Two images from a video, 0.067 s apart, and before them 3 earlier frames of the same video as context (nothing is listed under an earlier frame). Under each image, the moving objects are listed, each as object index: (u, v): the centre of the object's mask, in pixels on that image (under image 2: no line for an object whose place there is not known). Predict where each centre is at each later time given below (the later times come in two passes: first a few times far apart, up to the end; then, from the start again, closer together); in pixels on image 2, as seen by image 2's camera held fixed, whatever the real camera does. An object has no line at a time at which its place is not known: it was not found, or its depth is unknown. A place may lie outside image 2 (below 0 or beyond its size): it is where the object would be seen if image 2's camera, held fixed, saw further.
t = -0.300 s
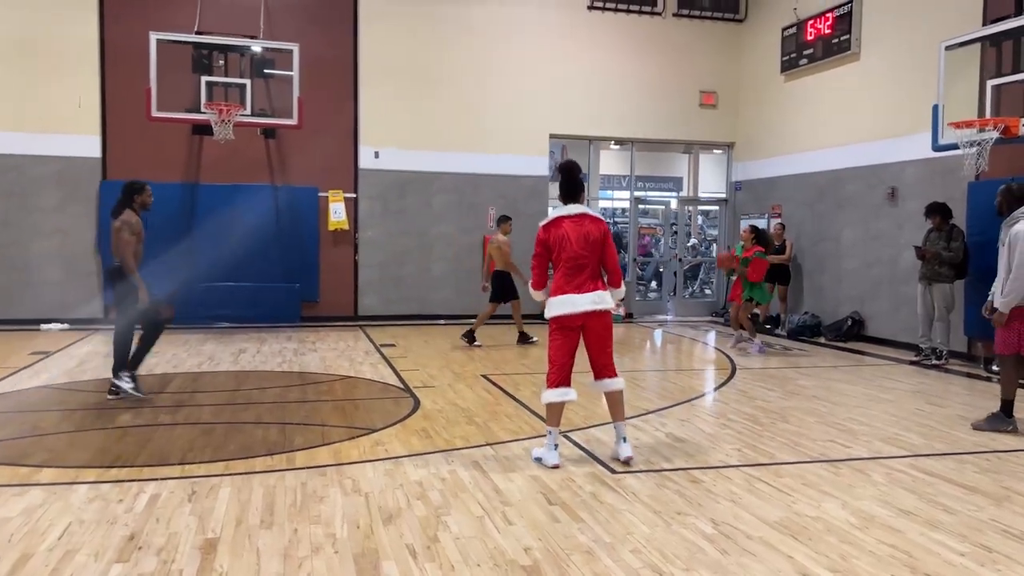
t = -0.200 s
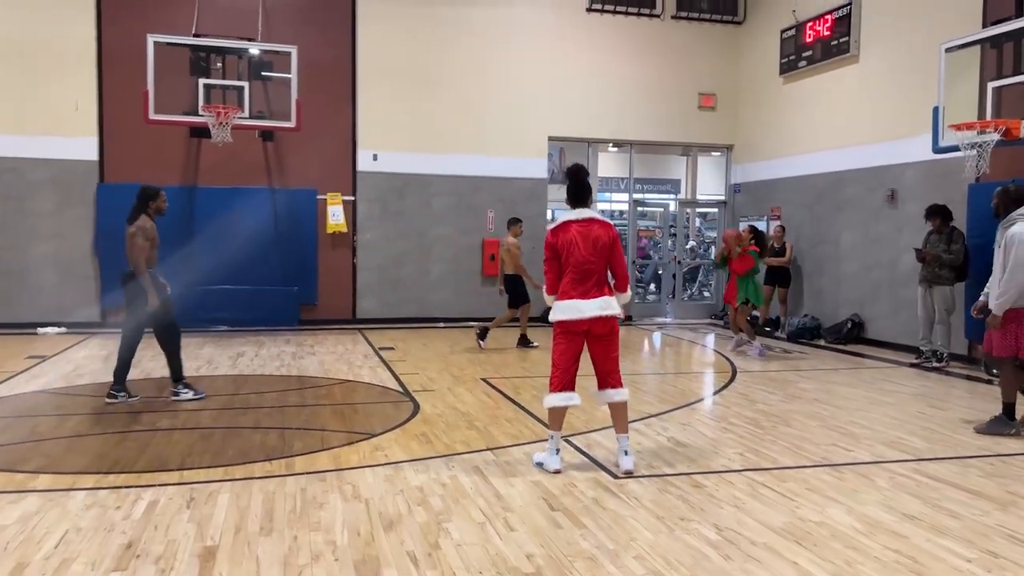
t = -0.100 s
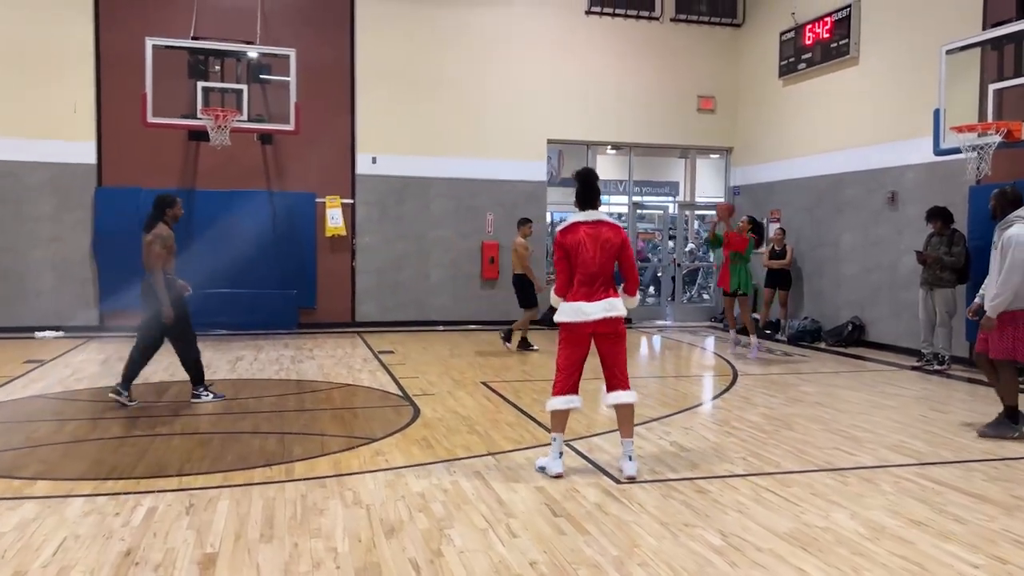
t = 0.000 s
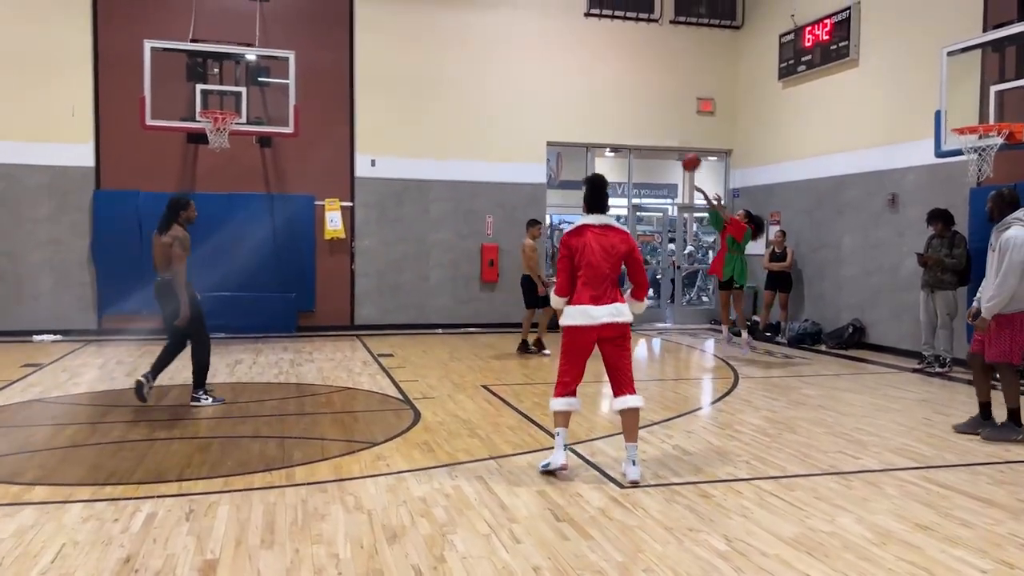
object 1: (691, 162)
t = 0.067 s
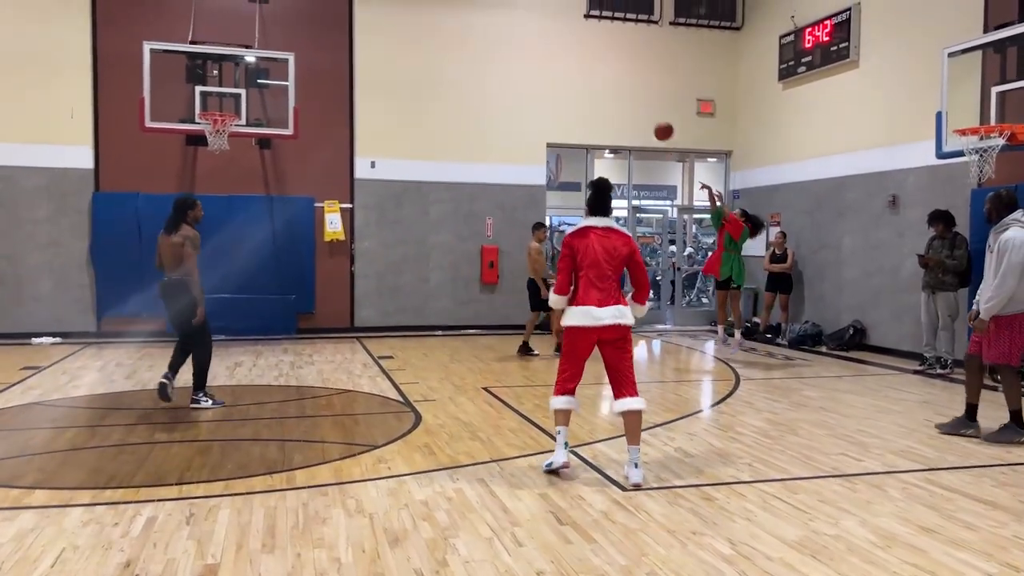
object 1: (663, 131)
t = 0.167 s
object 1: (623, 89)
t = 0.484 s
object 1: (493, 9)
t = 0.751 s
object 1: (386, 5)
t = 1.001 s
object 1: (286, 52)
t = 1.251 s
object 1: (201, 133)
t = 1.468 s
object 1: (191, 156)
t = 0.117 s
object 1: (643, 109)
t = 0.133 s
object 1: (636, 102)
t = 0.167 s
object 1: (623, 89)
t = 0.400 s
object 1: (527, 22)
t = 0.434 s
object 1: (514, 16)
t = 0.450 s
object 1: (507, 13)
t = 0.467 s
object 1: (500, 11)
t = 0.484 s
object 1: (493, 9)
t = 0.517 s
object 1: (480, 5)
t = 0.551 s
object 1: (466, 2)
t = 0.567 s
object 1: (459, 1)
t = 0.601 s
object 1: (445, 0)
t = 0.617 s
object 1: (439, 0)
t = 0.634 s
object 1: (432, 0)
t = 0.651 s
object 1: (425, 0)
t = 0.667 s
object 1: (419, 0)
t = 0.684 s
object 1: (411, 1)
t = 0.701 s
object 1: (405, 2)
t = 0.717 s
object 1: (400, 2)
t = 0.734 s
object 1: (393, 4)
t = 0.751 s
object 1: (386, 5)
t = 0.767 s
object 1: (380, 7)
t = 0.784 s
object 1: (373, 9)
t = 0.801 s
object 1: (367, 11)
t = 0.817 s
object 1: (356, 14)
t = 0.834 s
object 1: (350, 16)
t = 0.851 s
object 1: (344, 19)
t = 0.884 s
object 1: (330, 24)
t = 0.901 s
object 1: (325, 28)
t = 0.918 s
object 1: (319, 32)
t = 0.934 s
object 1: (312, 35)
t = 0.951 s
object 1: (305, 40)
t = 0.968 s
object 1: (298, 44)
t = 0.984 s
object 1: (291, 49)
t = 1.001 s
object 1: (286, 52)
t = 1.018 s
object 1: (279, 58)
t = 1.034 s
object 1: (271, 64)
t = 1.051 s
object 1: (267, 70)
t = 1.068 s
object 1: (260, 75)
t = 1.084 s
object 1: (254, 80)
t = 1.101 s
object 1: (246, 86)
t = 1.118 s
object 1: (240, 93)
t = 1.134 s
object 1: (234, 102)
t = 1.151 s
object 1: (229, 105)
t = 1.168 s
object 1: (222, 108)
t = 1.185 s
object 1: (217, 120)
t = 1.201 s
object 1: (208, 128)
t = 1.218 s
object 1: (205, 130)
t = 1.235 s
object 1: (199, 135)
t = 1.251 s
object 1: (201, 133)
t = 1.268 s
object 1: (202, 133)
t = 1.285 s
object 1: (201, 133)
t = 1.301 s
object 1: (199, 134)
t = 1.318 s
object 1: (198, 137)
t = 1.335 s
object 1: (197, 137)
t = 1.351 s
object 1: (197, 139)
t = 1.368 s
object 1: (194, 142)
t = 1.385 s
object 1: (194, 143)
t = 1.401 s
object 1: (194, 145)
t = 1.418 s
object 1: (193, 148)
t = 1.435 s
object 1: (193, 150)
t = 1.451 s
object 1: (192, 153)
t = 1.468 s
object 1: (191, 156)
